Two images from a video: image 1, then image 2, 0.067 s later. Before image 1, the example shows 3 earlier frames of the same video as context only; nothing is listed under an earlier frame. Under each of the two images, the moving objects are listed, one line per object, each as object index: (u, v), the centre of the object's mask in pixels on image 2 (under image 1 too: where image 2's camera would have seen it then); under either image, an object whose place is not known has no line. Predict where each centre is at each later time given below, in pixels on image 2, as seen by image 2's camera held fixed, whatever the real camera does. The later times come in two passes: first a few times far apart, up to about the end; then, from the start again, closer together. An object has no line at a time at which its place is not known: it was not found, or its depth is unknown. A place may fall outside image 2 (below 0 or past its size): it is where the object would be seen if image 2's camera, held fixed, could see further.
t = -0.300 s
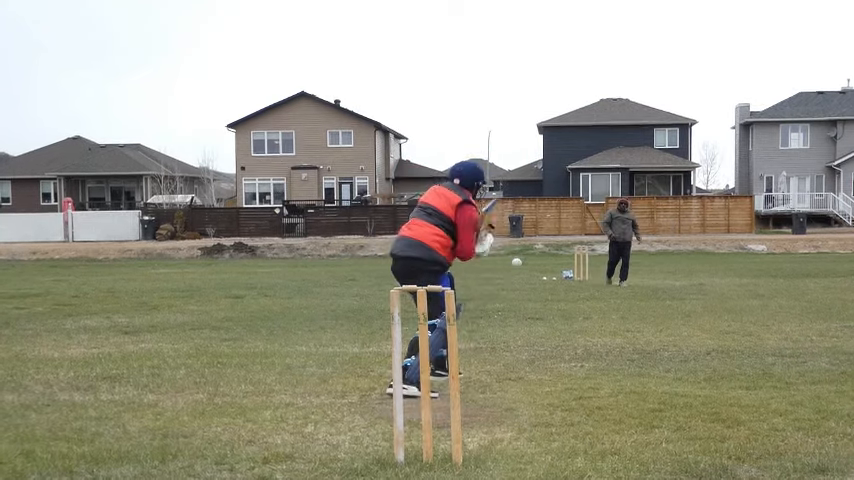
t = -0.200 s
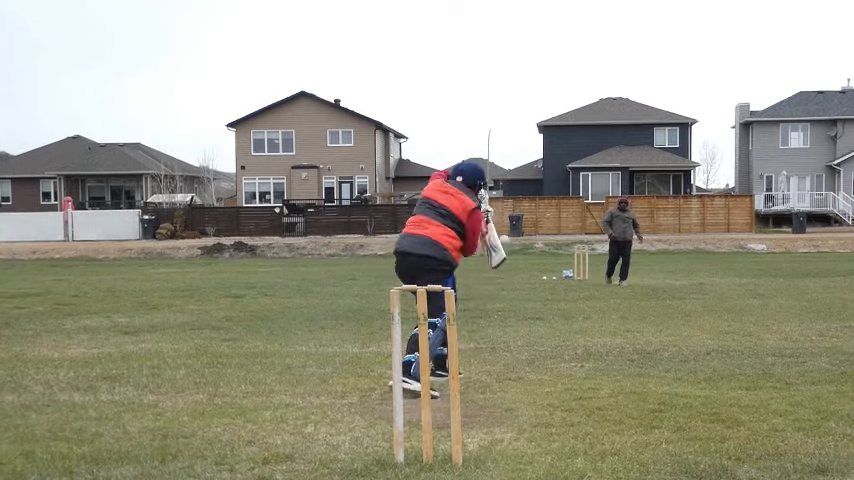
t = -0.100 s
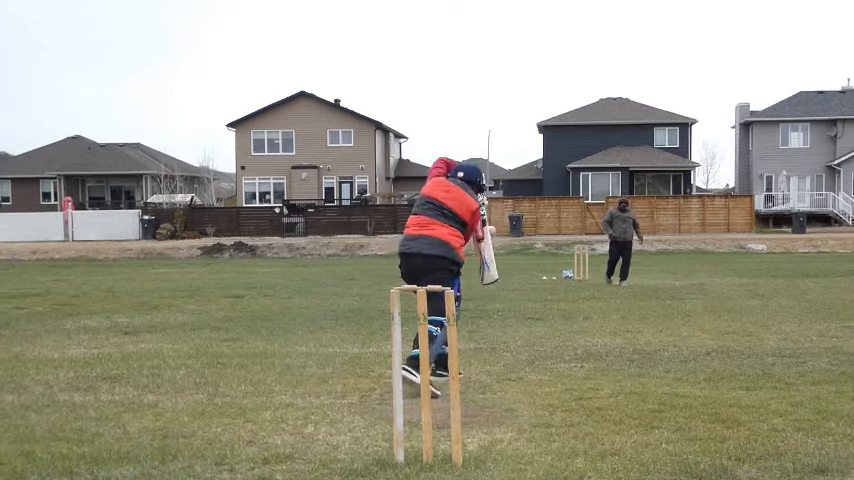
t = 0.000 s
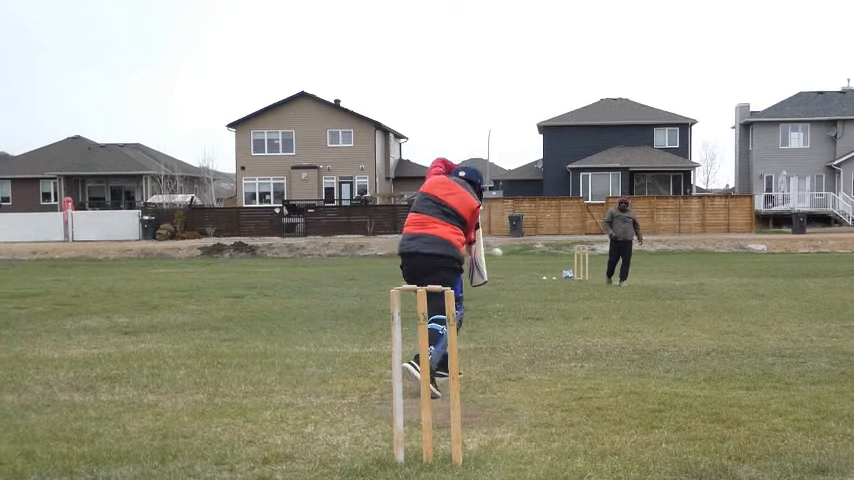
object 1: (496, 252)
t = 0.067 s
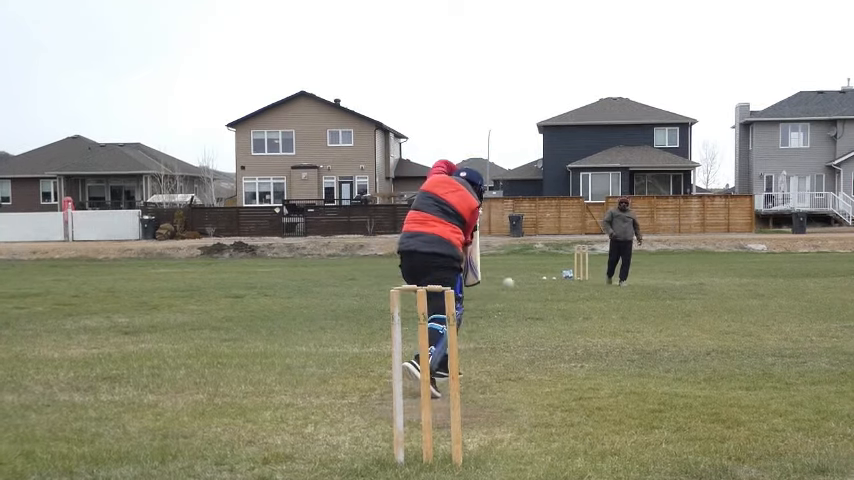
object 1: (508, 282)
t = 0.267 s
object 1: (539, 361)
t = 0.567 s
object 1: (568, 375)
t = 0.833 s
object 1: (593, 379)
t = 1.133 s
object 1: (610, 383)
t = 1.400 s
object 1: (618, 384)
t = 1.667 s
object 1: (620, 384)
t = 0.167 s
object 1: (526, 341)
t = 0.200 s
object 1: (533, 363)
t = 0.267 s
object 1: (539, 361)
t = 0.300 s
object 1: (543, 358)
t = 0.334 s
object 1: (546, 356)
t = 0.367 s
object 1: (549, 355)
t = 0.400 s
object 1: (552, 358)
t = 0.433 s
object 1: (555, 361)
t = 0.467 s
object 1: (559, 366)
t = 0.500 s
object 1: (562, 374)
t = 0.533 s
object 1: (565, 377)
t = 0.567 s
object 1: (568, 375)
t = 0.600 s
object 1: (572, 374)
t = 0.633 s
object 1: (575, 375)
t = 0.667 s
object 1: (579, 378)
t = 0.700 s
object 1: (582, 378)
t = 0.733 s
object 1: (585, 378)
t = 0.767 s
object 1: (588, 380)
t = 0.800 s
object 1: (591, 380)
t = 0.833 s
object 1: (593, 379)
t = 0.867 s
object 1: (596, 381)
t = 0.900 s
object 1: (598, 381)
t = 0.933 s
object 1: (600, 381)
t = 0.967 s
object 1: (603, 381)
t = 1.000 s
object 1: (605, 382)
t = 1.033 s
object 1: (606, 382)
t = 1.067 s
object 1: (608, 382)
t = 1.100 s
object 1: (609, 382)
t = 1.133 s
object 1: (610, 383)
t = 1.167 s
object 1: (612, 383)
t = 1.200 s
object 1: (613, 383)
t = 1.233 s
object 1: (614, 384)
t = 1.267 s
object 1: (615, 384)
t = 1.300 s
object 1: (616, 384)
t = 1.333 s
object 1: (617, 384)
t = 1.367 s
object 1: (617, 384)
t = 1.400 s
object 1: (618, 384)
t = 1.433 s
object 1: (618, 384)
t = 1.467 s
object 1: (620, 384)
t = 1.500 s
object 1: (620, 384)
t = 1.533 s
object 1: (620, 384)
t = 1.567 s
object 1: (620, 384)
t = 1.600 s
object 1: (620, 384)
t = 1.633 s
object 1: (620, 384)
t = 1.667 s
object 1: (620, 384)
